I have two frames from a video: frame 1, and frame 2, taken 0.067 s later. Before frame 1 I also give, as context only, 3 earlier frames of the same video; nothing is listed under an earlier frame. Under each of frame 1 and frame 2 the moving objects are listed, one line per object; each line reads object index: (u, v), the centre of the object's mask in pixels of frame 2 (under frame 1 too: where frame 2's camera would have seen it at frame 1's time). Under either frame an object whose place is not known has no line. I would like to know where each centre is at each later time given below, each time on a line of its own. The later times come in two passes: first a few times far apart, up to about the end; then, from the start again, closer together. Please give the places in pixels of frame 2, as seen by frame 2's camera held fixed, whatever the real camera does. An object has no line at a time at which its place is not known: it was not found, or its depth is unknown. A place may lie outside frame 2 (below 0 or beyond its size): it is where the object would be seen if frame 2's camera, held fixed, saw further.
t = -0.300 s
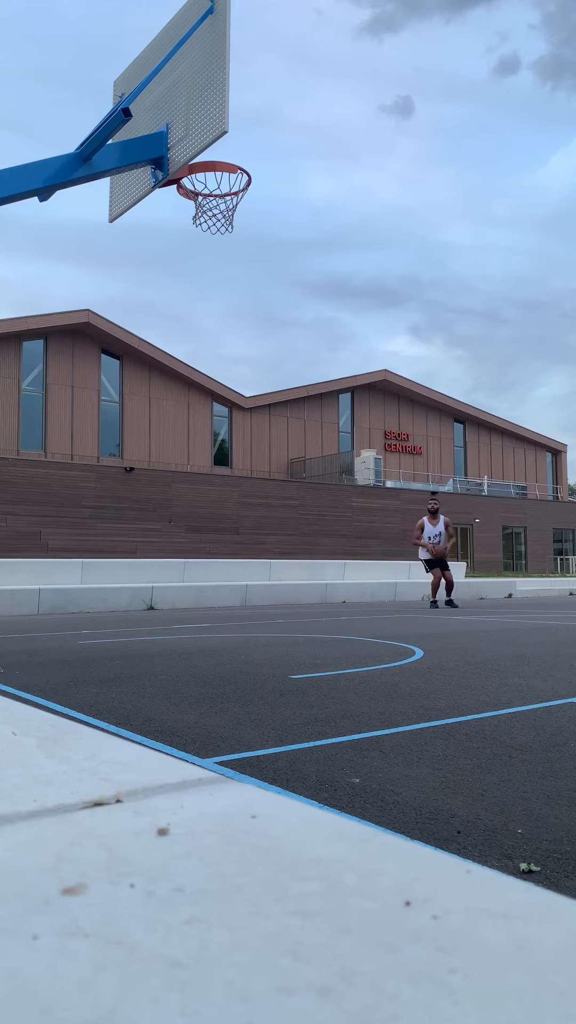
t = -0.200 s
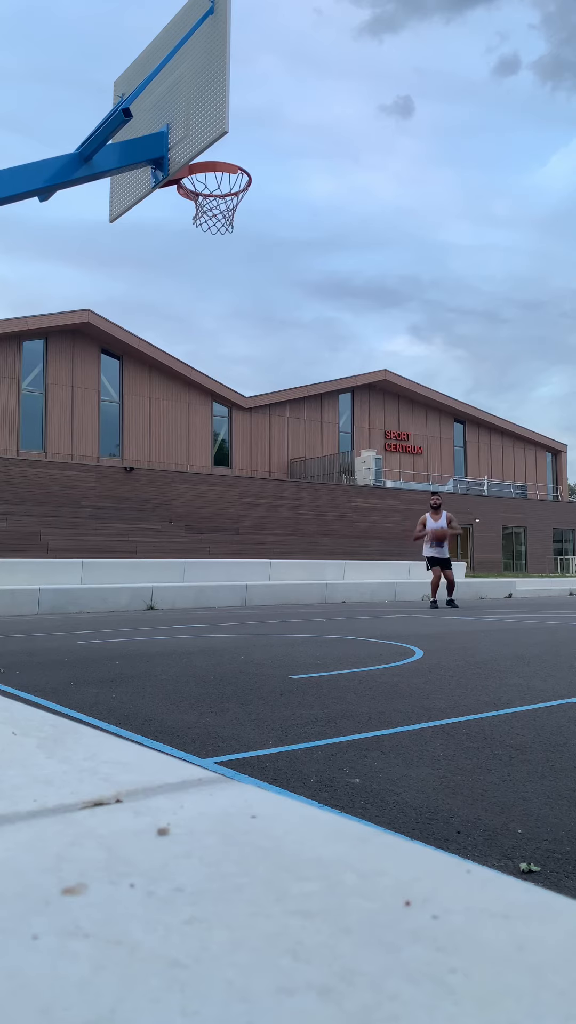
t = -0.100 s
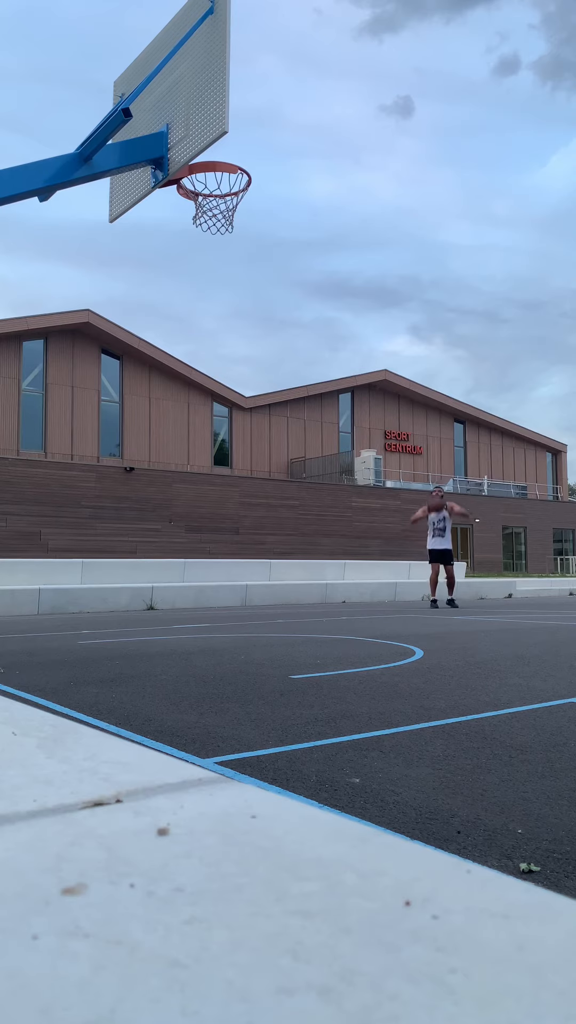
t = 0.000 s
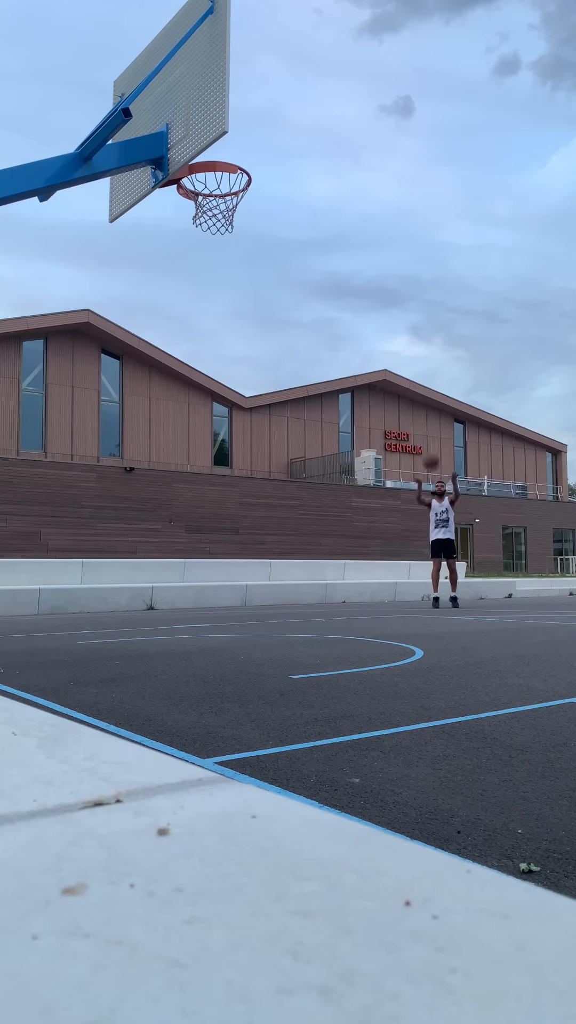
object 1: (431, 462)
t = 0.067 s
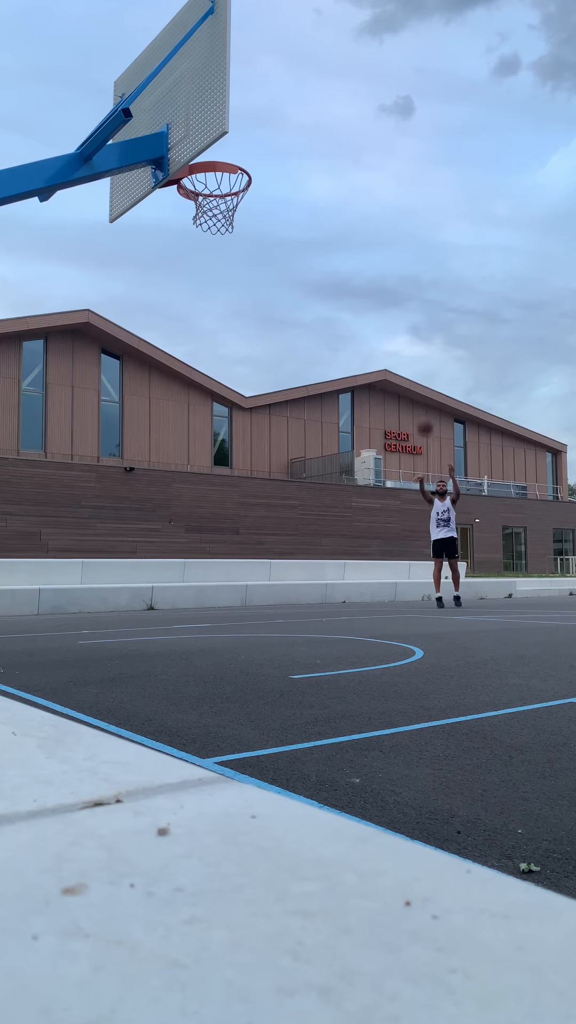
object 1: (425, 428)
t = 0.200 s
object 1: (411, 361)
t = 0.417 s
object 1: (387, 264)
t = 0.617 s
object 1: (358, 195)
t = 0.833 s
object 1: (319, 147)
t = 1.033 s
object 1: (272, 138)
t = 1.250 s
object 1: (198, 206)
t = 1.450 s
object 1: (200, 241)
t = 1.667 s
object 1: (210, 322)
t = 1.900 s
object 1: (218, 464)
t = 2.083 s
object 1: (223, 615)
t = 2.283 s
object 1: (252, 494)
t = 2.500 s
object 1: (283, 404)
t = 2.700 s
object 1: (309, 373)
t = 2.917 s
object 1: (335, 390)
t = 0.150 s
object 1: (417, 385)
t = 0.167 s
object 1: (415, 376)
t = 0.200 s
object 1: (411, 361)
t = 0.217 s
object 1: (409, 352)
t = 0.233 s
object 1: (408, 345)
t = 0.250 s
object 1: (406, 337)
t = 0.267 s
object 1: (404, 330)
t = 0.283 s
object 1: (402, 322)
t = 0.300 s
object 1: (400, 315)
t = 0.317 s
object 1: (399, 307)
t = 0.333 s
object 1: (397, 300)
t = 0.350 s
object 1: (395, 292)
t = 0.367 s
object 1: (393, 285)
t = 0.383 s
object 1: (391, 278)
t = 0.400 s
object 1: (389, 271)
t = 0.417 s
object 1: (387, 264)
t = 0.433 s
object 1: (384, 258)
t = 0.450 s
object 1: (382, 252)
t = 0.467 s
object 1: (380, 245)
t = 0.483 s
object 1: (378, 239)
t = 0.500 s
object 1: (376, 233)
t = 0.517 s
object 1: (373, 227)
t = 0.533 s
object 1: (371, 222)
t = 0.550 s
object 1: (369, 216)
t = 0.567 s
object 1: (366, 211)
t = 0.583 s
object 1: (364, 205)
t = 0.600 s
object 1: (361, 200)
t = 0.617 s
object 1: (358, 195)
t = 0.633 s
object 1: (356, 191)
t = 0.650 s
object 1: (353, 186)
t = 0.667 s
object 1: (350, 181)
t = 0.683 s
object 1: (348, 177)
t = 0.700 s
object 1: (345, 173)
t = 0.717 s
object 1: (342, 169)
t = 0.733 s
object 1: (339, 165)
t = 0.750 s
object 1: (336, 162)
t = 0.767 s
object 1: (333, 159)
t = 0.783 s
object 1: (329, 155)
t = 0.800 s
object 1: (326, 152)
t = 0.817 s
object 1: (323, 150)
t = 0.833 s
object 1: (319, 147)
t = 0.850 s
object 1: (316, 145)
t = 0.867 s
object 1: (312, 143)
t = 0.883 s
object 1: (309, 141)
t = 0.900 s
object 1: (305, 139)
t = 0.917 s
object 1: (301, 138)
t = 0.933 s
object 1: (297, 137)
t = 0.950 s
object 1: (293, 137)
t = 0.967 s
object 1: (289, 136)
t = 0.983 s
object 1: (285, 136)
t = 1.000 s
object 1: (281, 137)
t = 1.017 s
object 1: (276, 137)
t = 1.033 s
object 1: (272, 138)
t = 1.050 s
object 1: (267, 140)
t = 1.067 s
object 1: (262, 141)
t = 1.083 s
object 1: (257, 144)
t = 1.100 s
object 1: (252, 147)
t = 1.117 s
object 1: (247, 150)
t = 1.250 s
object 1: (198, 206)
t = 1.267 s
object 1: (194, 212)
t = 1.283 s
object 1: (193, 217)
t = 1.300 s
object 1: (192, 219)
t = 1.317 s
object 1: (193, 220)
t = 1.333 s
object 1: (194, 221)
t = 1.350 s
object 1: (195, 223)
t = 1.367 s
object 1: (196, 225)
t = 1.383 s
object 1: (197, 228)
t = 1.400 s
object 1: (198, 230)
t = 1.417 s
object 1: (199, 234)
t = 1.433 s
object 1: (200, 237)
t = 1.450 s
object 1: (200, 241)
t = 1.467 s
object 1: (201, 246)
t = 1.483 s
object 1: (202, 250)
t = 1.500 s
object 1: (203, 255)
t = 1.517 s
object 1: (203, 260)
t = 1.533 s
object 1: (204, 266)
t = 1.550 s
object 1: (205, 272)
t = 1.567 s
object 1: (206, 278)
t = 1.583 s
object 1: (206, 284)
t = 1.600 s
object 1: (207, 291)
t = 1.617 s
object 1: (208, 298)
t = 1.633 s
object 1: (208, 306)
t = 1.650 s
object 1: (209, 314)
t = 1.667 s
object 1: (210, 322)
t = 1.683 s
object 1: (211, 330)
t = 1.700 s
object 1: (211, 339)
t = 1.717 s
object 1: (212, 348)
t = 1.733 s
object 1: (213, 357)
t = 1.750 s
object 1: (213, 367)
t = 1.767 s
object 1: (214, 377)
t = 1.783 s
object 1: (215, 387)
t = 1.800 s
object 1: (215, 396)
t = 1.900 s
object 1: (218, 464)
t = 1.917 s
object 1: (219, 475)
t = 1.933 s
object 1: (219, 492)
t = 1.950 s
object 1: (220, 503)
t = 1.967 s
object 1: (220, 517)
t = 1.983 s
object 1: (221, 530)
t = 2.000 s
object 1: (222, 542)
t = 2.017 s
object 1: (222, 554)
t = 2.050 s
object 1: (223, 583)
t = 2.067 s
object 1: (223, 599)
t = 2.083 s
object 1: (223, 615)
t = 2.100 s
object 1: (225, 619)
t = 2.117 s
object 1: (227, 607)
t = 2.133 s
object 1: (230, 593)
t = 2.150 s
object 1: (232, 580)
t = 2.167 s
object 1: (235, 569)
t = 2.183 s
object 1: (238, 555)
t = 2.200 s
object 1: (240, 545)
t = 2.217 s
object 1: (242, 535)
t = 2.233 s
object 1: (245, 525)
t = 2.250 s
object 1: (248, 512)
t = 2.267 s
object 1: (250, 505)
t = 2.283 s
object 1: (252, 494)
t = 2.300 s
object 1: (255, 485)
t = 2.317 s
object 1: (258, 476)
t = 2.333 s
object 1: (260, 469)
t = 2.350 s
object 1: (262, 460)
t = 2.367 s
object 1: (265, 453)
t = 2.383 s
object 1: (267, 446)
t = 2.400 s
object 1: (269, 438)
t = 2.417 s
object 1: (272, 432)
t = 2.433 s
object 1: (274, 426)
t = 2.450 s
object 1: (276, 419)
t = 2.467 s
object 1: (278, 414)
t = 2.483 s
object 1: (280, 410)
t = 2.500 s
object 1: (283, 404)
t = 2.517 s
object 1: (285, 400)
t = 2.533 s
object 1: (286, 396)
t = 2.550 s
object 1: (289, 393)
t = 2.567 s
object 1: (291, 389)
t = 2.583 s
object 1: (293, 386)
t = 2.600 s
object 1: (296, 383)
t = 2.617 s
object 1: (298, 380)
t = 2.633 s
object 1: (300, 378)
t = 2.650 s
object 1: (302, 377)
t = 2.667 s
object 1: (304, 375)
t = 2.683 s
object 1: (307, 374)
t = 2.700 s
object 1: (309, 373)
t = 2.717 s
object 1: (311, 372)
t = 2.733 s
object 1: (313, 372)
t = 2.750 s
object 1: (315, 372)
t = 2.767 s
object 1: (317, 373)
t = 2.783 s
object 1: (319, 373)
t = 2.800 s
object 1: (321, 374)
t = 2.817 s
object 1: (323, 375)
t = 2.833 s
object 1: (325, 377)
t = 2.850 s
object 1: (327, 379)
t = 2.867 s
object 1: (329, 381)
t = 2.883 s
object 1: (332, 384)
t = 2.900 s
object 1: (334, 387)
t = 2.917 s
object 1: (335, 390)
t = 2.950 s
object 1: (339, 397)
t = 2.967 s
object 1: (341, 400)
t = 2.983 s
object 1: (343, 404)
